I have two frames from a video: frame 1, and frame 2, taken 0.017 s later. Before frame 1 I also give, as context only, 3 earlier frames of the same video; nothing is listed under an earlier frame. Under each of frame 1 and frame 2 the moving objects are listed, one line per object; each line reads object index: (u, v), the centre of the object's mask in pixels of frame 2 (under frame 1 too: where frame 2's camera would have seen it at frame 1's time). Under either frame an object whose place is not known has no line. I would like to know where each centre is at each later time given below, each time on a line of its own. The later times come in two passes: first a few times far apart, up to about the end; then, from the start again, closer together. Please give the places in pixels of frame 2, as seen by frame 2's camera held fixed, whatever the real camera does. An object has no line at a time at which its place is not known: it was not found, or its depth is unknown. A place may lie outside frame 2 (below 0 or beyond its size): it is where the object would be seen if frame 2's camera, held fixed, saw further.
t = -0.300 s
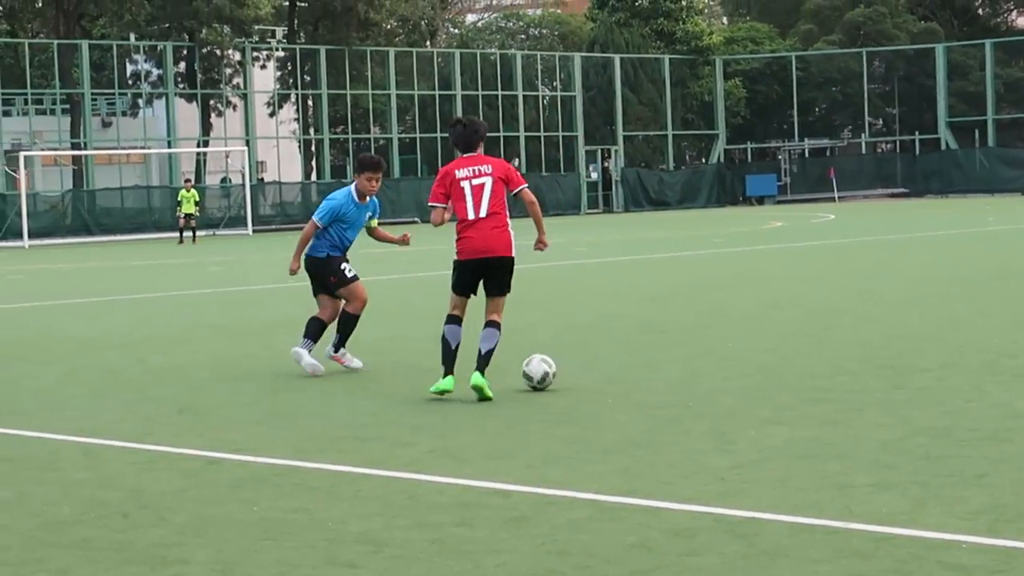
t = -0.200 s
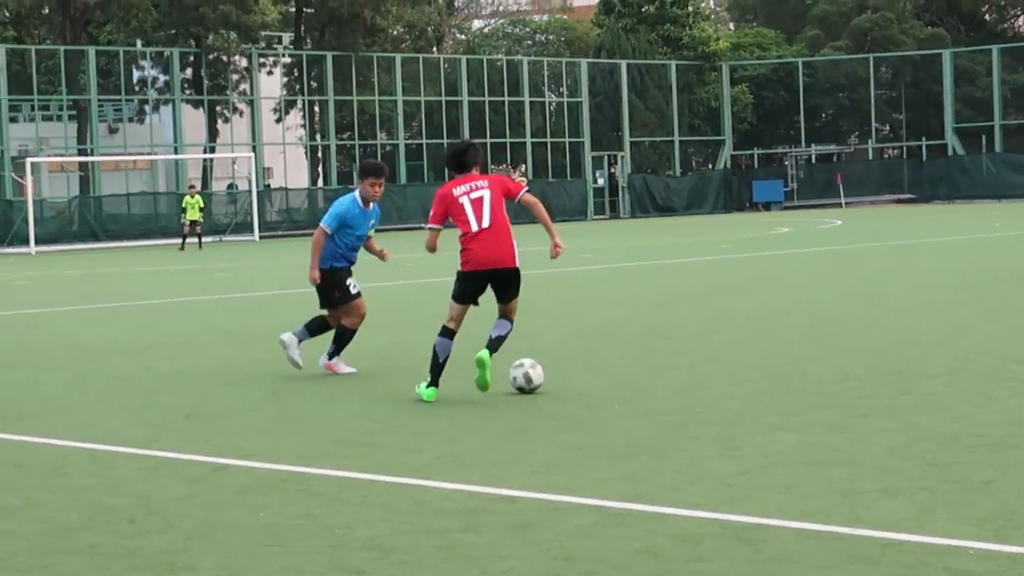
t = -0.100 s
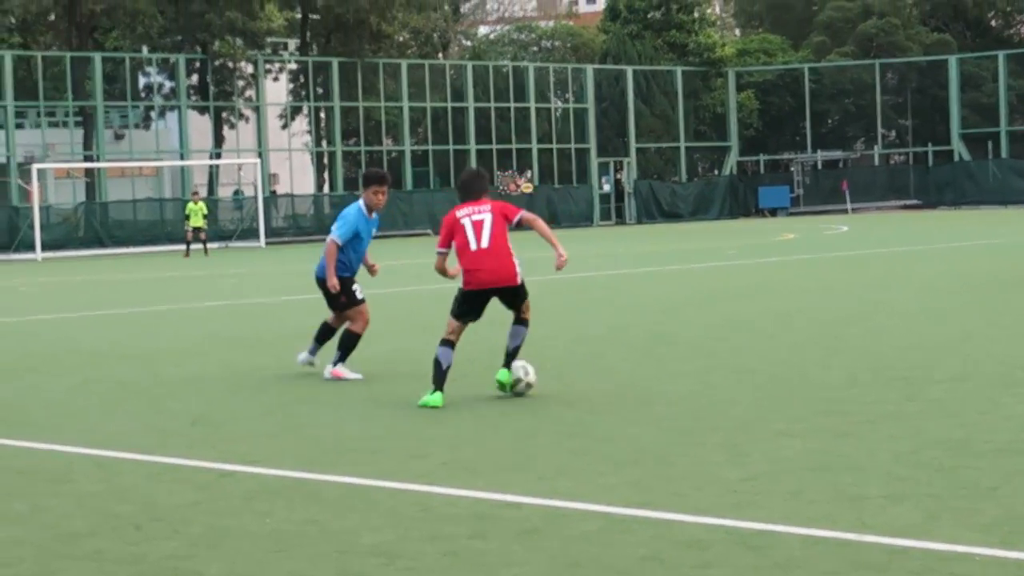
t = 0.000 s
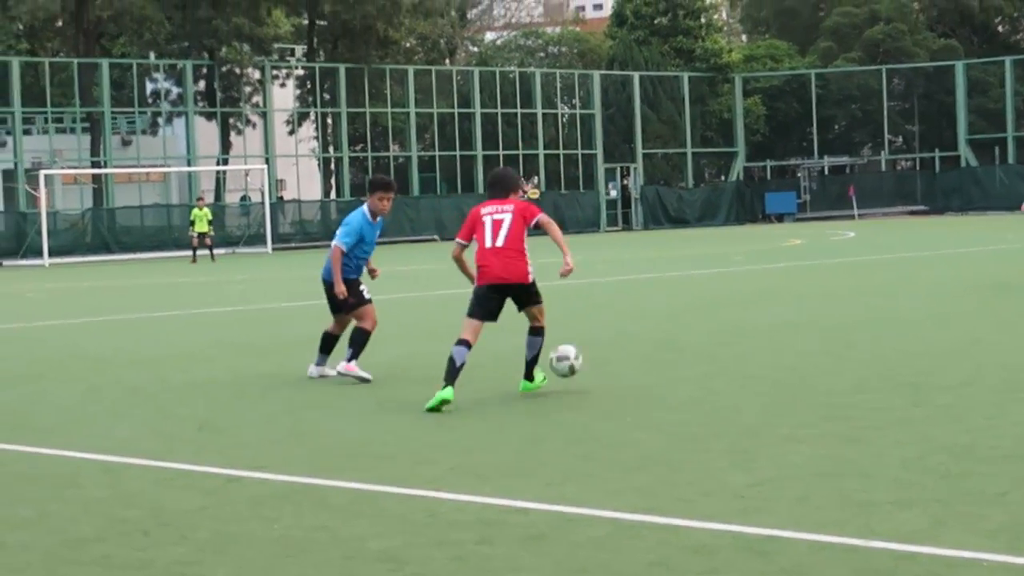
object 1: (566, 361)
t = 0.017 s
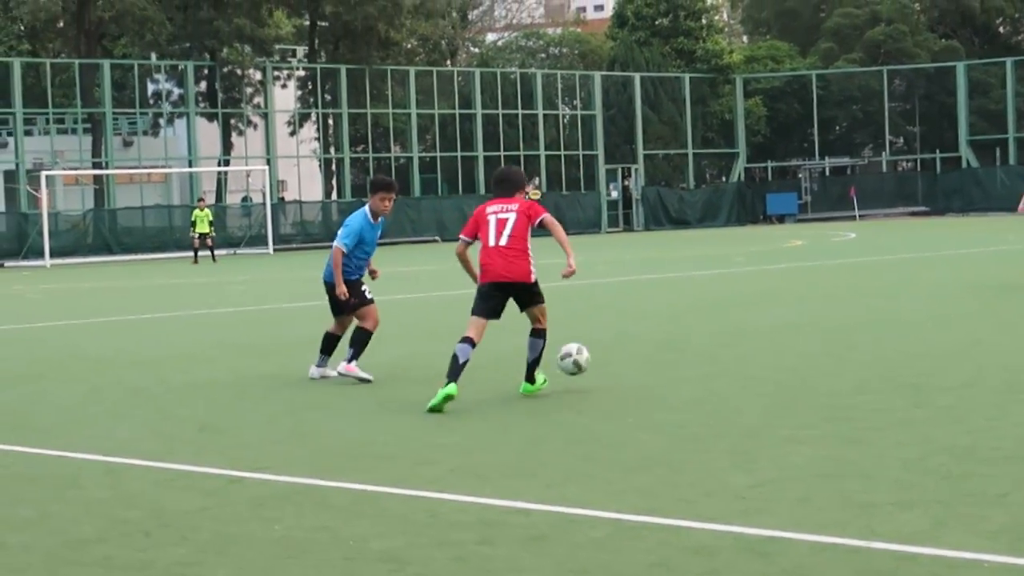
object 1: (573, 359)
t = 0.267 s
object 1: (666, 349)
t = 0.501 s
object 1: (722, 340)
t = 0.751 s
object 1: (758, 329)
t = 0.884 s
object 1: (768, 325)
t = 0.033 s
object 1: (580, 356)
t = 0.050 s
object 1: (587, 354)
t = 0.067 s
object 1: (596, 352)
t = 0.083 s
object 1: (602, 351)
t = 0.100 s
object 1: (609, 350)
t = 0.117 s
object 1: (615, 350)
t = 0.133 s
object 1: (622, 350)
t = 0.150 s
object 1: (628, 351)
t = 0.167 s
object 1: (635, 351)
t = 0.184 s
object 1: (641, 352)
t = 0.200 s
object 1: (647, 354)
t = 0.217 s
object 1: (652, 356)
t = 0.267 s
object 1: (666, 349)
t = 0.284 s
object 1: (670, 346)
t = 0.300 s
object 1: (674, 344)
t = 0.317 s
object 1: (678, 342)
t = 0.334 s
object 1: (682, 340)
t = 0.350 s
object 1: (687, 339)
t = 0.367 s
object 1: (691, 338)
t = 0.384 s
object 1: (695, 338)
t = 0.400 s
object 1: (699, 338)
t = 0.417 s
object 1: (703, 338)
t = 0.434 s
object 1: (707, 339)
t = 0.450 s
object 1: (711, 340)
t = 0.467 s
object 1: (715, 341)
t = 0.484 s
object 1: (718, 343)
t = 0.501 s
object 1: (722, 340)
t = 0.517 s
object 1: (724, 337)
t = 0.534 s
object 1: (726, 335)
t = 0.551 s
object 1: (729, 333)
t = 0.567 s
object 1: (732, 331)
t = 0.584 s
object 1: (735, 330)
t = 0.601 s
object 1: (737, 330)
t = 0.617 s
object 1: (740, 329)
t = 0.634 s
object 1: (742, 329)
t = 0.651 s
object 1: (745, 329)
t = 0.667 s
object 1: (747, 330)
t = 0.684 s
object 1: (749, 330)
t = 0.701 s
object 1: (752, 330)
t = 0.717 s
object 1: (755, 333)
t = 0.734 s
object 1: (756, 331)
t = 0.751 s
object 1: (758, 329)
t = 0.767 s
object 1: (759, 327)
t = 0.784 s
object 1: (760, 326)
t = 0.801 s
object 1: (762, 324)
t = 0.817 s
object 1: (763, 325)
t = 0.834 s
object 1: (764, 324)
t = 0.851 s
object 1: (765, 324)
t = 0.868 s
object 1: (767, 324)
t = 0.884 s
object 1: (768, 325)
